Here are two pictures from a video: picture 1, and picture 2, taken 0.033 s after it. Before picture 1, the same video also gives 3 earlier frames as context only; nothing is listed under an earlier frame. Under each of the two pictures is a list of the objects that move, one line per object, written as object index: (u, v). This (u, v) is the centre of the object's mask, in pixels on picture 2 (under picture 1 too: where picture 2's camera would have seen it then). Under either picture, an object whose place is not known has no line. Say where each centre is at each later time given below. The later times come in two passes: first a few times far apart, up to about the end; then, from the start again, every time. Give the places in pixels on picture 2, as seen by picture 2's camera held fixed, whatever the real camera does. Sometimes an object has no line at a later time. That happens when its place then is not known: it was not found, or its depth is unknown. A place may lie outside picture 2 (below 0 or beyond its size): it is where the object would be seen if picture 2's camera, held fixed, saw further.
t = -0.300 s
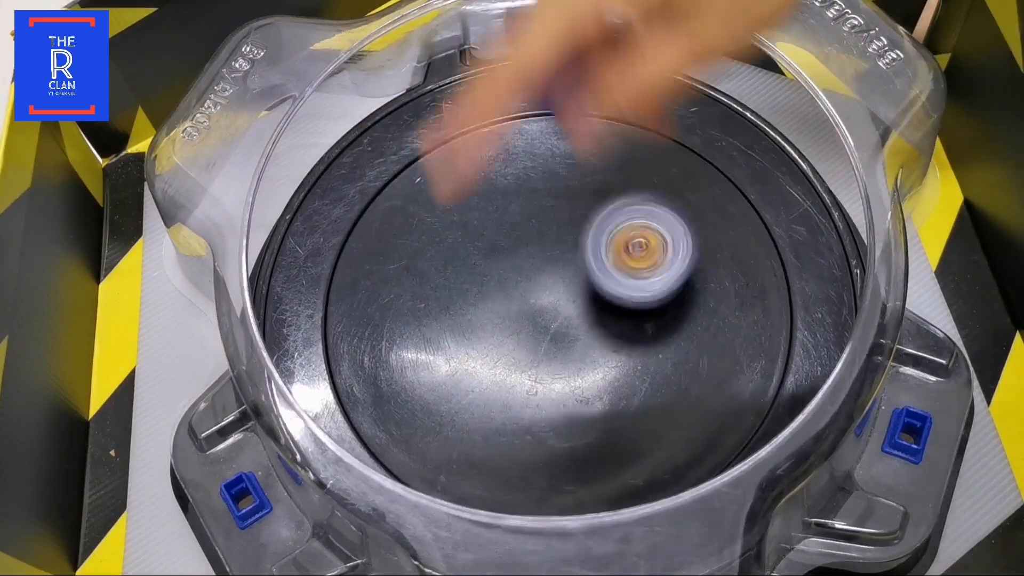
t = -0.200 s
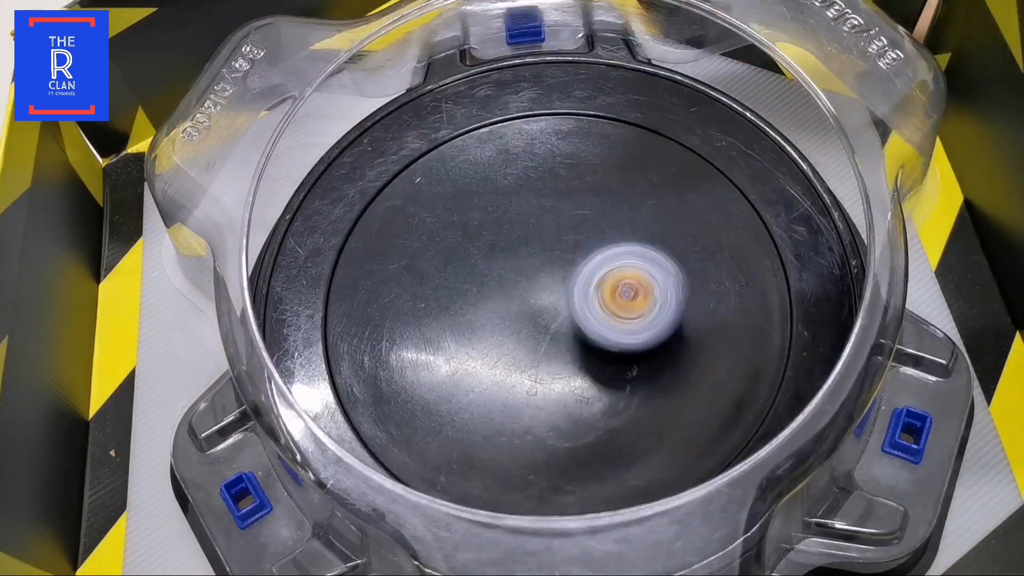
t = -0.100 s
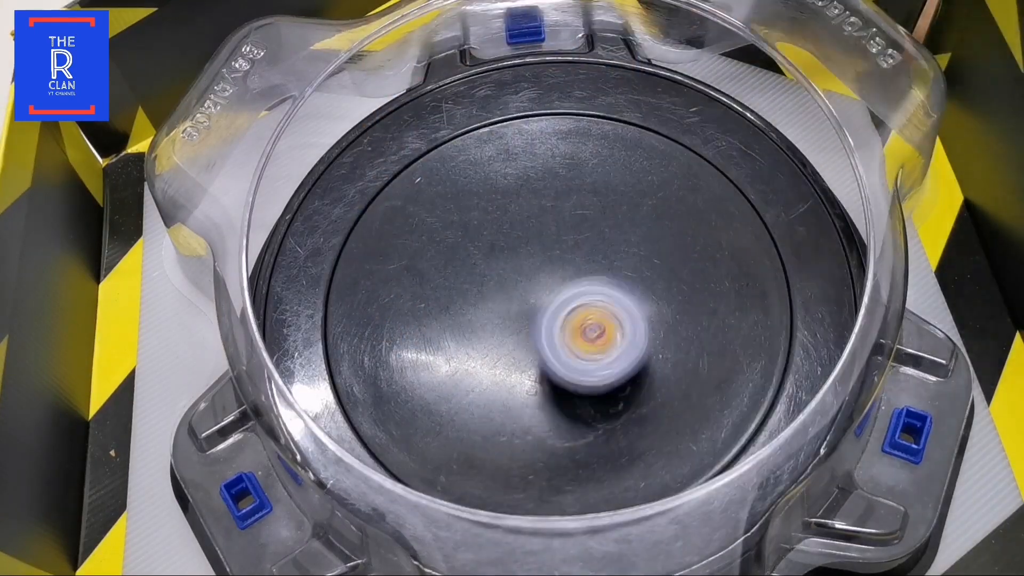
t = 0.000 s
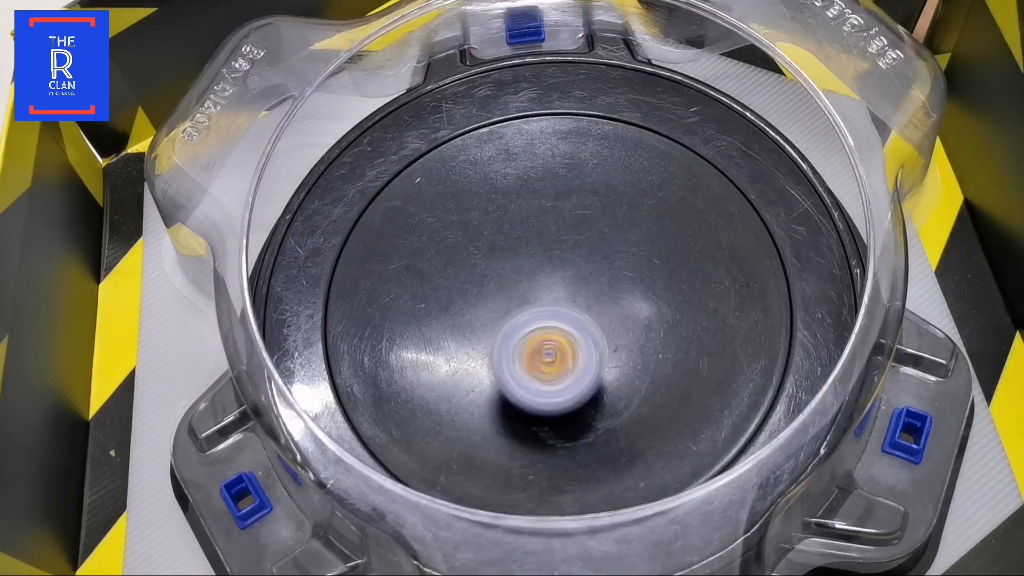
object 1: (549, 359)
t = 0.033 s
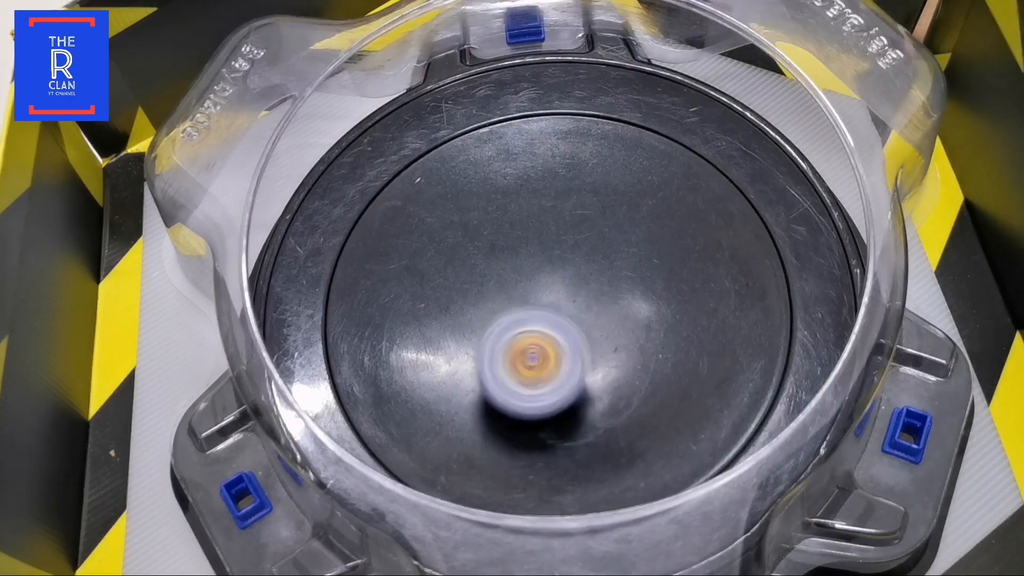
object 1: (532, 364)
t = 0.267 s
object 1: (433, 341)
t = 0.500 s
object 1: (474, 247)
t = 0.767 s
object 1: (603, 259)
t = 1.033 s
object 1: (649, 343)
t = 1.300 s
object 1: (539, 374)
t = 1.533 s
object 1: (487, 286)
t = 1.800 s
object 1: (532, 202)
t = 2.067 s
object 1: (622, 241)
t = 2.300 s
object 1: (589, 332)
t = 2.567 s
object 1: (486, 367)
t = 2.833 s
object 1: (441, 291)
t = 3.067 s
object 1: (533, 241)
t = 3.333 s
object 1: (637, 271)
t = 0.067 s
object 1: (517, 366)
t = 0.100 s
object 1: (500, 367)
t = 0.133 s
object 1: (486, 364)
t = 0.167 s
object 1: (470, 361)
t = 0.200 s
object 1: (455, 357)
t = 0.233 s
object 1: (443, 351)
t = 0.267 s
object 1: (433, 341)
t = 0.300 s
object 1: (427, 328)
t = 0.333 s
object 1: (424, 303)
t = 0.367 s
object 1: (427, 290)
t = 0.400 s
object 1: (433, 276)
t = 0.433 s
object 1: (446, 263)
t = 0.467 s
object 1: (460, 254)
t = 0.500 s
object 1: (474, 247)
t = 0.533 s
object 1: (490, 240)
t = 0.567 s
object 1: (510, 236)
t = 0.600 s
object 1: (527, 235)
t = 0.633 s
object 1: (543, 238)
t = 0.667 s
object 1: (558, 241)
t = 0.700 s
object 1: (574, 245)
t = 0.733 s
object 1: (589, 251)
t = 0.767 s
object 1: (603, 259)
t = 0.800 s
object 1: (616, 267)
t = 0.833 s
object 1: (628, 275)
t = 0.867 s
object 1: (638, 285)
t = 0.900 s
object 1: (645, 296)
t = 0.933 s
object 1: (649, 307)
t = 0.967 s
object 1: (650, 319)
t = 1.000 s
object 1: (651, 331)
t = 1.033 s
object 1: (649, 343)
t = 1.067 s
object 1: (643, 355)
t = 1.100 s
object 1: (633, 369)
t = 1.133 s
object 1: (621, 376)
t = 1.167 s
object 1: (605, 382)
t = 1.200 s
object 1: (589, 388)
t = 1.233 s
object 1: (573, 388)
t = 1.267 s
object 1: (555, 384)
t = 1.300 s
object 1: (539, 374)
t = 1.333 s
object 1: (528, 366)
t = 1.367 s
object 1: (515, 353)
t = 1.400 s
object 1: (504, 340)
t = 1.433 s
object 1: (498, 328)
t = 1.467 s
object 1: (490, 313)
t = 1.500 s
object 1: (487, 298)
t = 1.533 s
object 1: (487, 286)
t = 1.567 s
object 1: (485, 273)
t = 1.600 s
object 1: (487, 259)
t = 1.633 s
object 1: (492, 248)
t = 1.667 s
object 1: (496, 237)
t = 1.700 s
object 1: (503, 225)
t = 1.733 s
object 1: (512, 217)
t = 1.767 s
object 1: (520, 210)
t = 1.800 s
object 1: (532, 202)
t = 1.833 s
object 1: (544, 198)
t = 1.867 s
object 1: (557, 197)
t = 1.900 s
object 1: (571, 197)
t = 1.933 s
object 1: (585, 201)
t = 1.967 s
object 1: (596, 208)
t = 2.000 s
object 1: (606, 217)
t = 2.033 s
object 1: (615, 228)
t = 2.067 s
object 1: (622, 241)
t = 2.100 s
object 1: (623, 256)
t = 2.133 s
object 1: (624, 269)
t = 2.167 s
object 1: (622, 283)
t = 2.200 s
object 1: (615, 296)
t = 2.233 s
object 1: (608, 307)
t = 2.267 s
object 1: (600, 320)
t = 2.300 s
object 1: (589, 332)
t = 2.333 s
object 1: (578, 341)
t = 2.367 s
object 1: (566, 350)
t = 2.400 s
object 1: (553, 359)
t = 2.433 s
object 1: (542, 362)
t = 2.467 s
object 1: (527, 365)
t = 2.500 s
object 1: (513, 369)
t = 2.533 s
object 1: (500, 368)
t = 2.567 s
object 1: (486, 367)
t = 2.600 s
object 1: (472, 362)
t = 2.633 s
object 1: (458, 357)
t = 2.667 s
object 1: (447, 351)
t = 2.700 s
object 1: (439, 340)
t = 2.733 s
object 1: (434, 328)
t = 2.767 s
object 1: (432, 316)
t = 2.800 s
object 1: (435, 302)
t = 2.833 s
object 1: (441, 291)
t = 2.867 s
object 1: (448, 278)
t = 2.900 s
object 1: (462, 268)
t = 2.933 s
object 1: (472, 260)
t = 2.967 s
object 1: (489, 251)
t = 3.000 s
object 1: (502, 247)
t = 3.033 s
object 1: (517, 243)
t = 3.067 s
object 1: (533, 241)
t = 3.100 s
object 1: (546, 242)
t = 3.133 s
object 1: (562, 242)
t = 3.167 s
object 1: (574, 246)
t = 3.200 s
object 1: (588, 248)
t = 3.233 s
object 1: (602, 252)
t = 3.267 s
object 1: (614, 258)
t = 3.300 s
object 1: (626, 263)
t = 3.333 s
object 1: (637, 271)
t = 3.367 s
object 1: (645, 278)
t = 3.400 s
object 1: (652, 287)
